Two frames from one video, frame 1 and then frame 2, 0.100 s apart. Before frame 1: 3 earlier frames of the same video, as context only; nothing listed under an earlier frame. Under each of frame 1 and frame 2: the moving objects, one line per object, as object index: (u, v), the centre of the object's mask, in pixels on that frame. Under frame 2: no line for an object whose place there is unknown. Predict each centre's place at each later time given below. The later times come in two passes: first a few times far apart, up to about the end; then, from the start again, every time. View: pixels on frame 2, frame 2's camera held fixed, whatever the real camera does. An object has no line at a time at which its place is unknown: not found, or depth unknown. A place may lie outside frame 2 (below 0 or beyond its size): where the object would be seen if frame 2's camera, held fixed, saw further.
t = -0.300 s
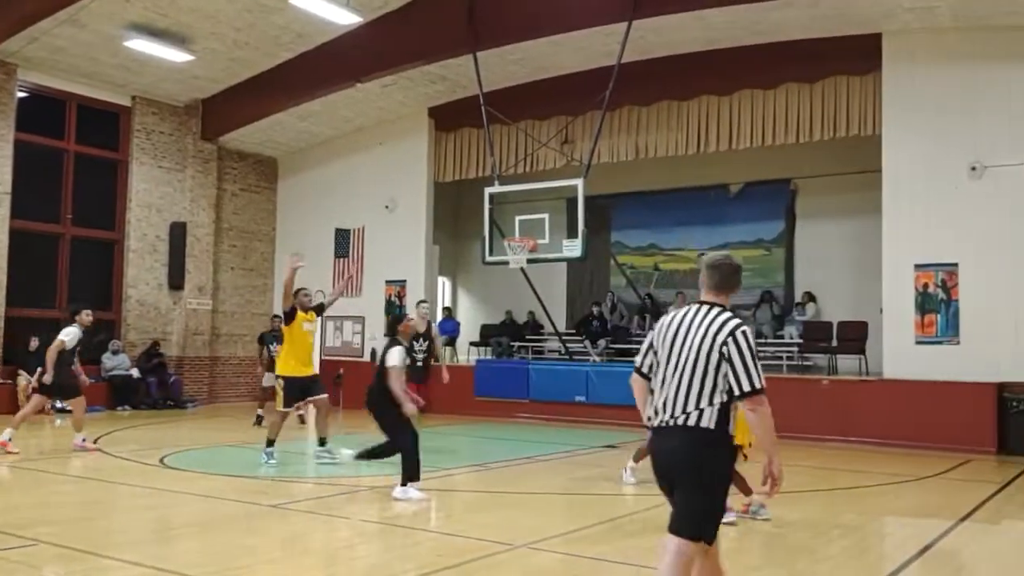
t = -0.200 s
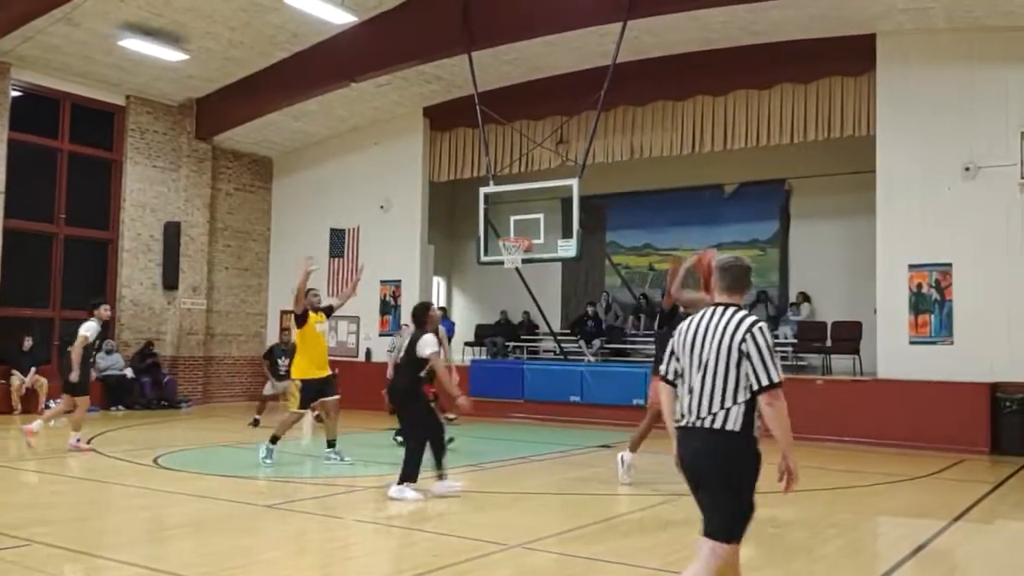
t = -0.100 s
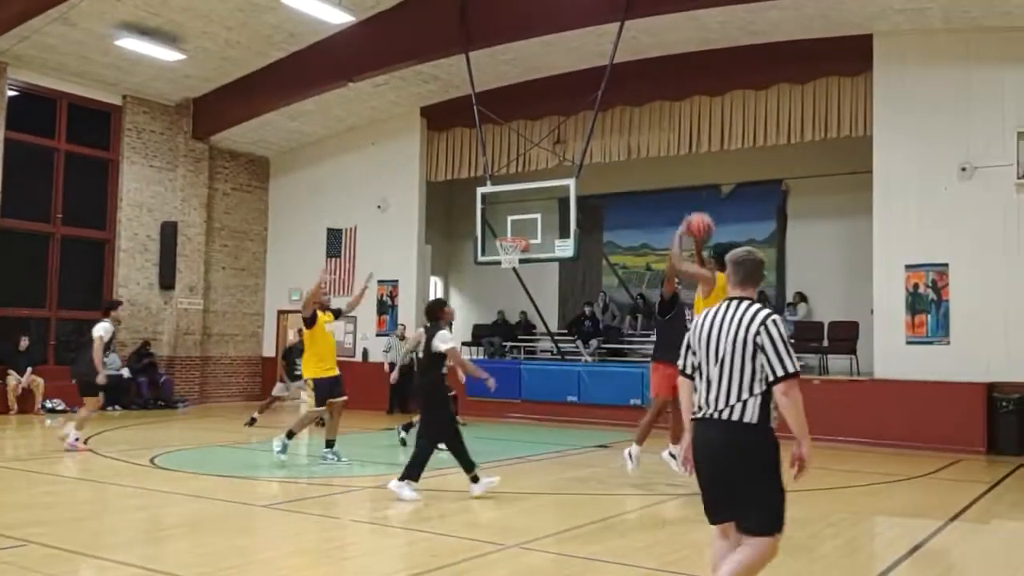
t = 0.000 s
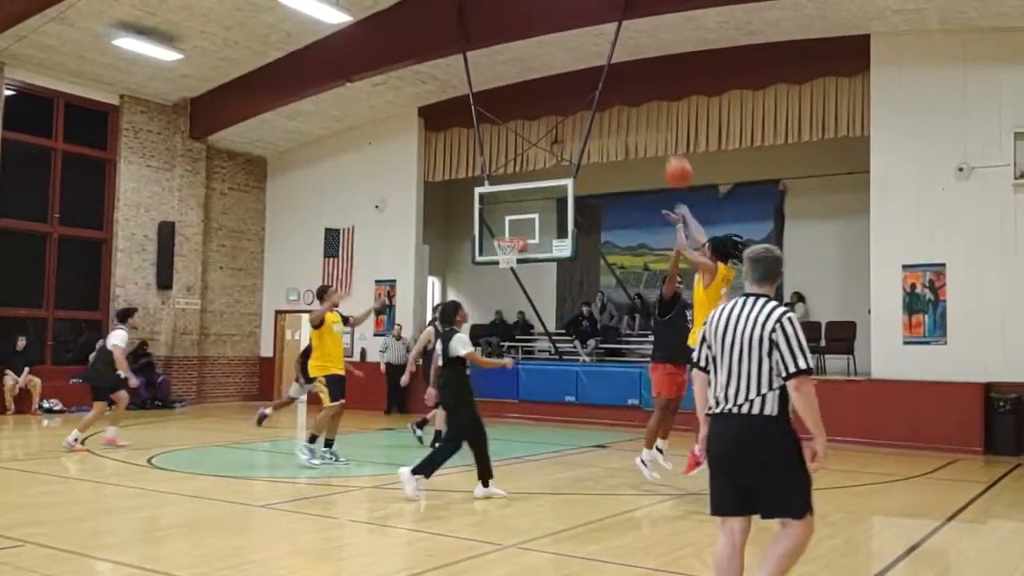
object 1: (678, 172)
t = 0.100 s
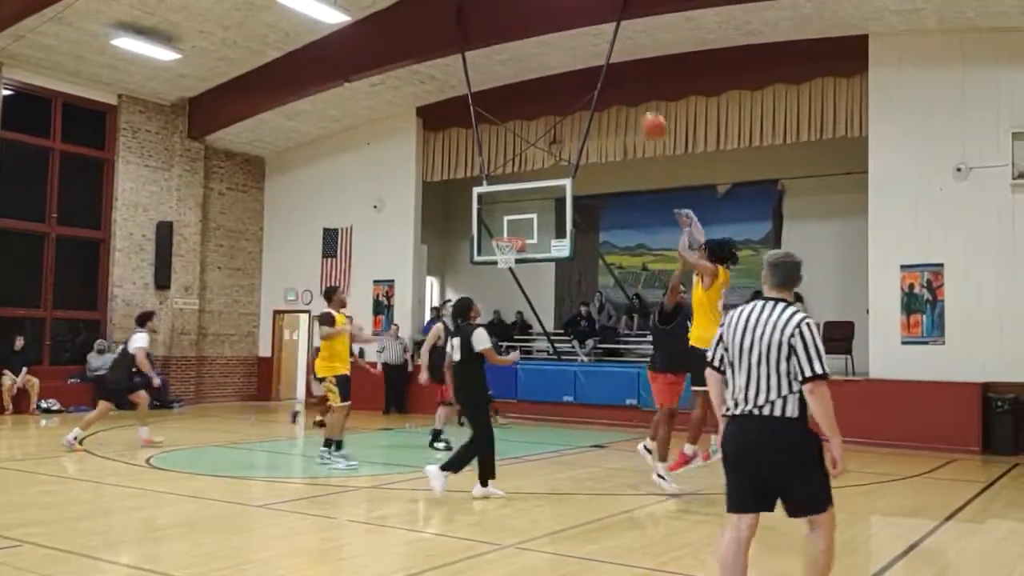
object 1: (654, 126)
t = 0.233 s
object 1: (628, 88)
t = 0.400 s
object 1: (600, 71)
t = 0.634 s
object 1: (569, 86)
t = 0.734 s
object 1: (557, 103)
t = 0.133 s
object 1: (647, 114)
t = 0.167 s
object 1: (640, 103)
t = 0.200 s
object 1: (634, 96)
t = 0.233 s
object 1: (628, 88)
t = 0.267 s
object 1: (622, 82)
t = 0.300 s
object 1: (616, 78)
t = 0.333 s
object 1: (610, 74)
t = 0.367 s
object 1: (605, 72)
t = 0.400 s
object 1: (600, 71)
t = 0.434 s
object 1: (595, 71)
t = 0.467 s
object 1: (591, 71)
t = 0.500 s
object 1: (586, 72)
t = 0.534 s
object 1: (582, 74)
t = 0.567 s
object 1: (577, 78)
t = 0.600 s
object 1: (573, 81)
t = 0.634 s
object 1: (569, 86)
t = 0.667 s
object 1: (565, 91)
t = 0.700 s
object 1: (561, 96)
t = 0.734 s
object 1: (557, 103)
